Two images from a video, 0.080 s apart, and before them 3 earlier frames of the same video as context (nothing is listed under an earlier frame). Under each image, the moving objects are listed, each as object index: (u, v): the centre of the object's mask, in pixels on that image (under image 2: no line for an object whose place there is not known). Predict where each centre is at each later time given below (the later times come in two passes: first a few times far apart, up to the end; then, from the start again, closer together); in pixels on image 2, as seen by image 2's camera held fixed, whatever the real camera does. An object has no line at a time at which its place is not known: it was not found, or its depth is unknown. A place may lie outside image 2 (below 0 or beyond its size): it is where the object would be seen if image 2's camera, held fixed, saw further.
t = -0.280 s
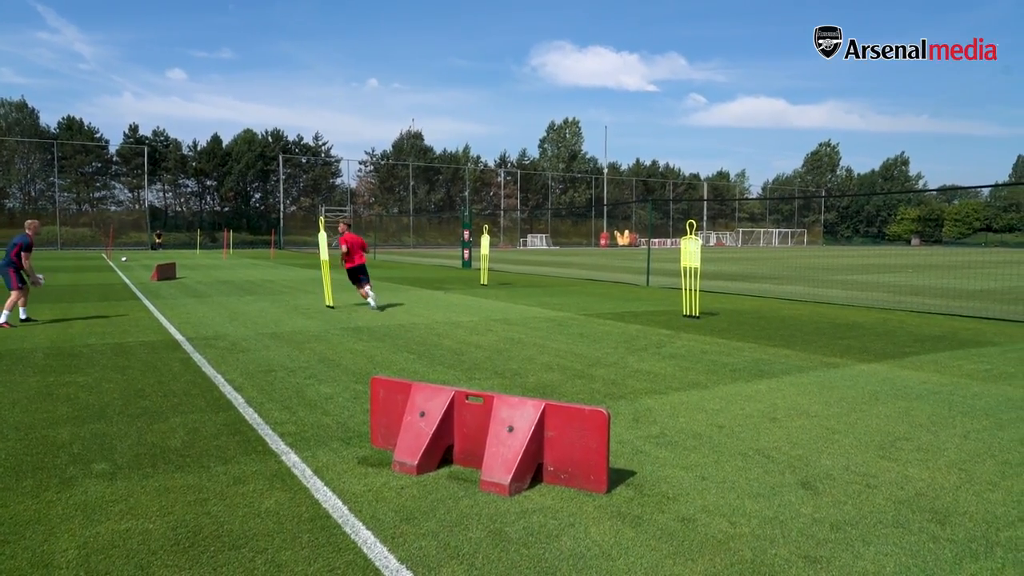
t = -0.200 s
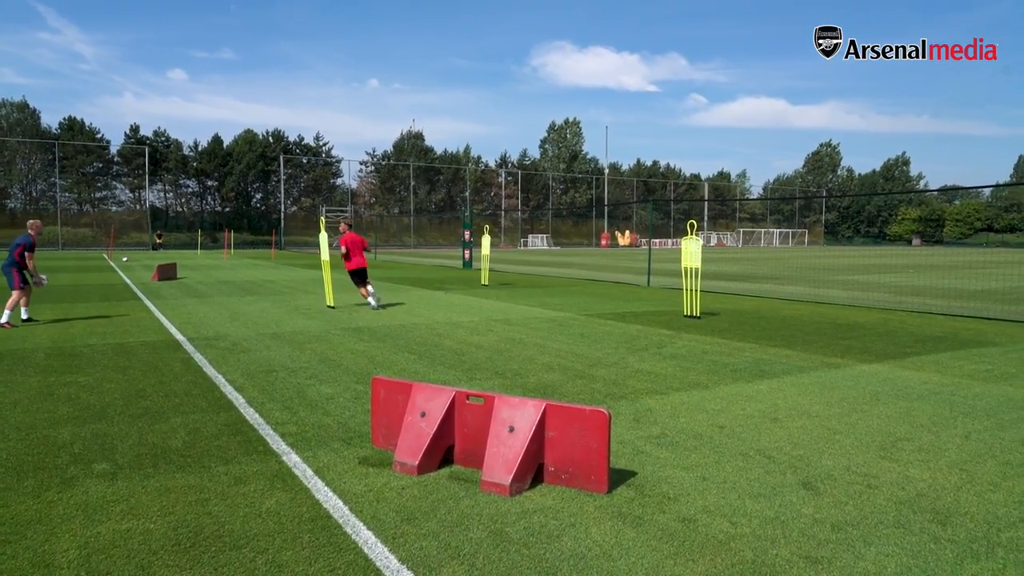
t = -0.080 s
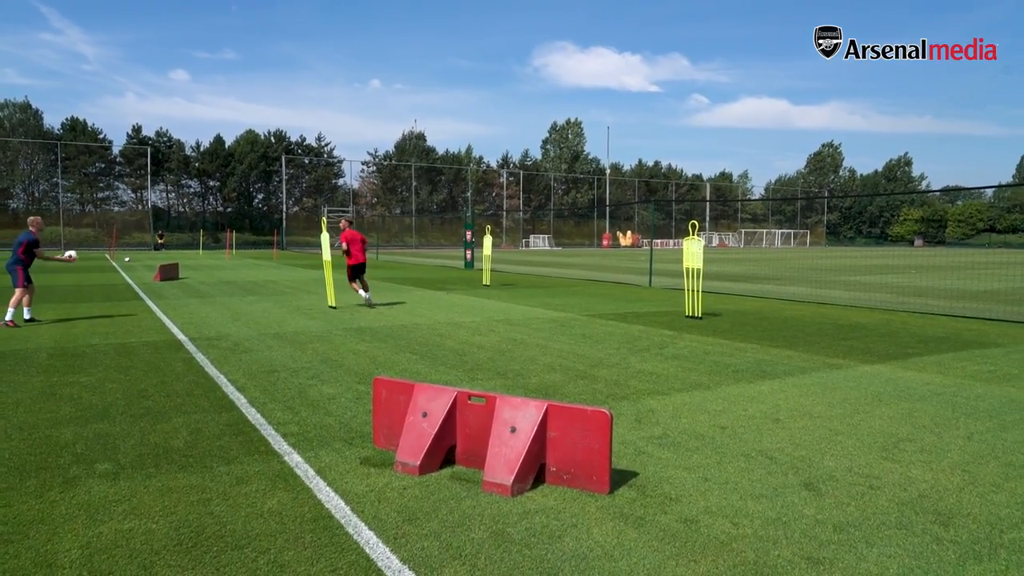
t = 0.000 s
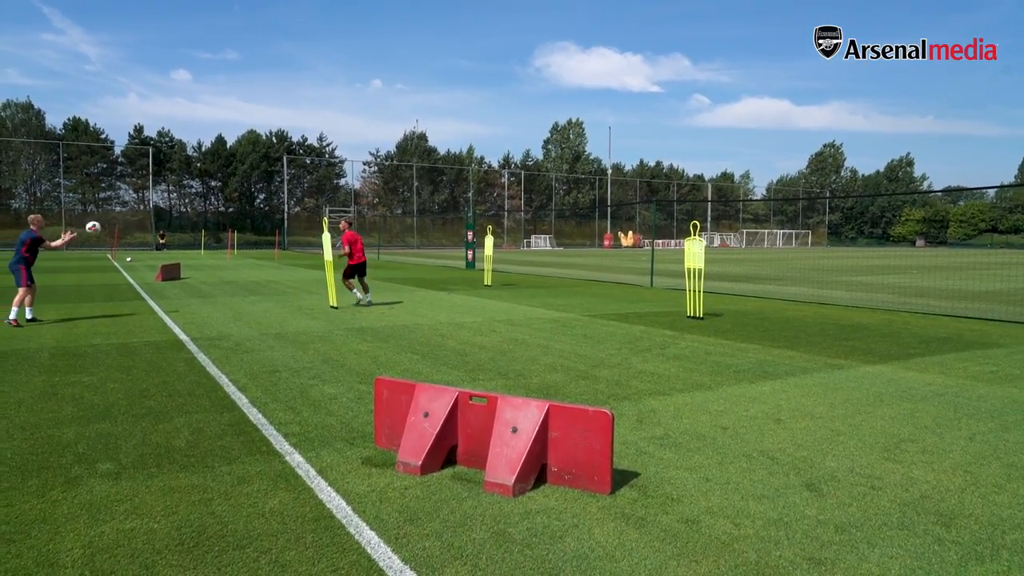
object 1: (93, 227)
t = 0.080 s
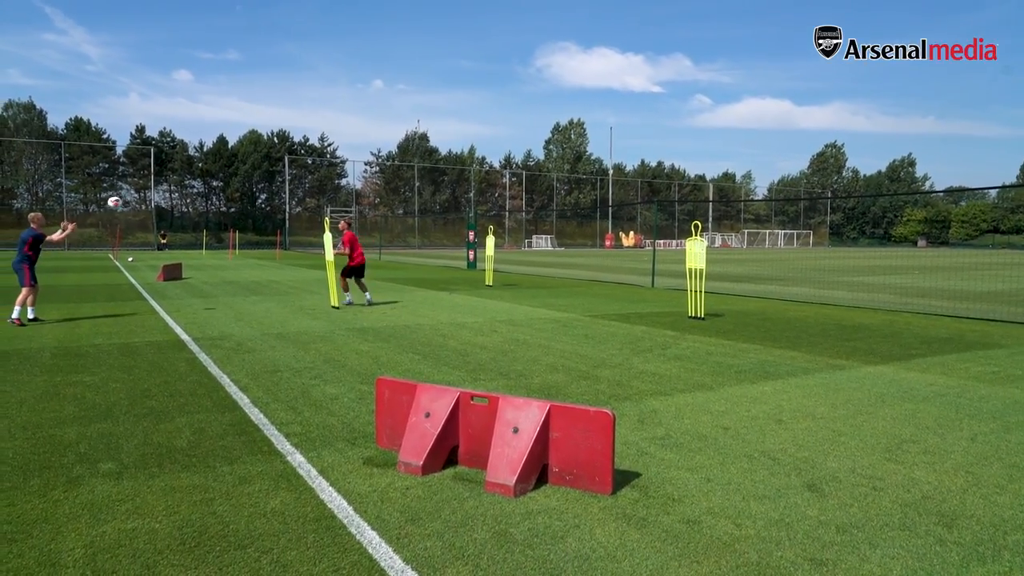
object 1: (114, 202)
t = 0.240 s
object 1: (153, 166)
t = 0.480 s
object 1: (206, 141)
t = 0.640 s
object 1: (238, 140)
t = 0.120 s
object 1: (123, 191)
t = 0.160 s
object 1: (134, 182)
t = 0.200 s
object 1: (143, 174)
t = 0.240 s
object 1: (153, 166)
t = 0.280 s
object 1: (161, 159)
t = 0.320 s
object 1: (170, 153)
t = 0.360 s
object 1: (179, 149)
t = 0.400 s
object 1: (188, 145)
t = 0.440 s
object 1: (197, 142)
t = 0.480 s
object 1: (206, 141)
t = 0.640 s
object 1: (238, 140)
